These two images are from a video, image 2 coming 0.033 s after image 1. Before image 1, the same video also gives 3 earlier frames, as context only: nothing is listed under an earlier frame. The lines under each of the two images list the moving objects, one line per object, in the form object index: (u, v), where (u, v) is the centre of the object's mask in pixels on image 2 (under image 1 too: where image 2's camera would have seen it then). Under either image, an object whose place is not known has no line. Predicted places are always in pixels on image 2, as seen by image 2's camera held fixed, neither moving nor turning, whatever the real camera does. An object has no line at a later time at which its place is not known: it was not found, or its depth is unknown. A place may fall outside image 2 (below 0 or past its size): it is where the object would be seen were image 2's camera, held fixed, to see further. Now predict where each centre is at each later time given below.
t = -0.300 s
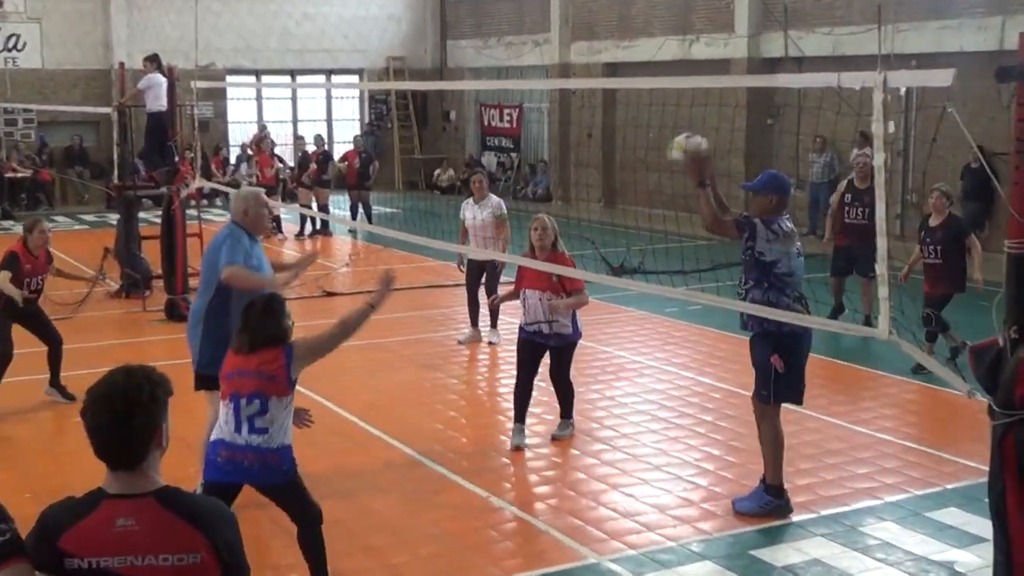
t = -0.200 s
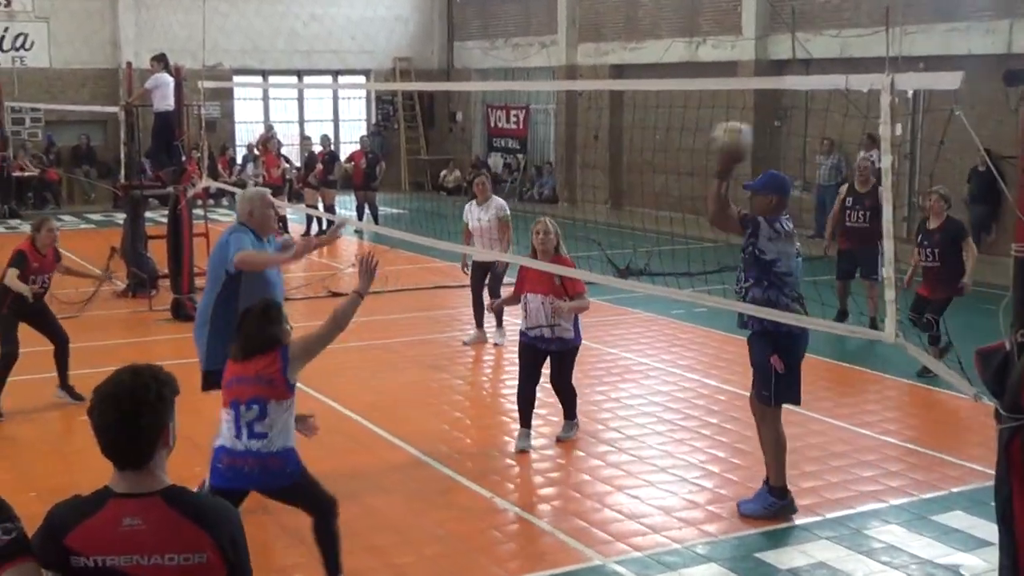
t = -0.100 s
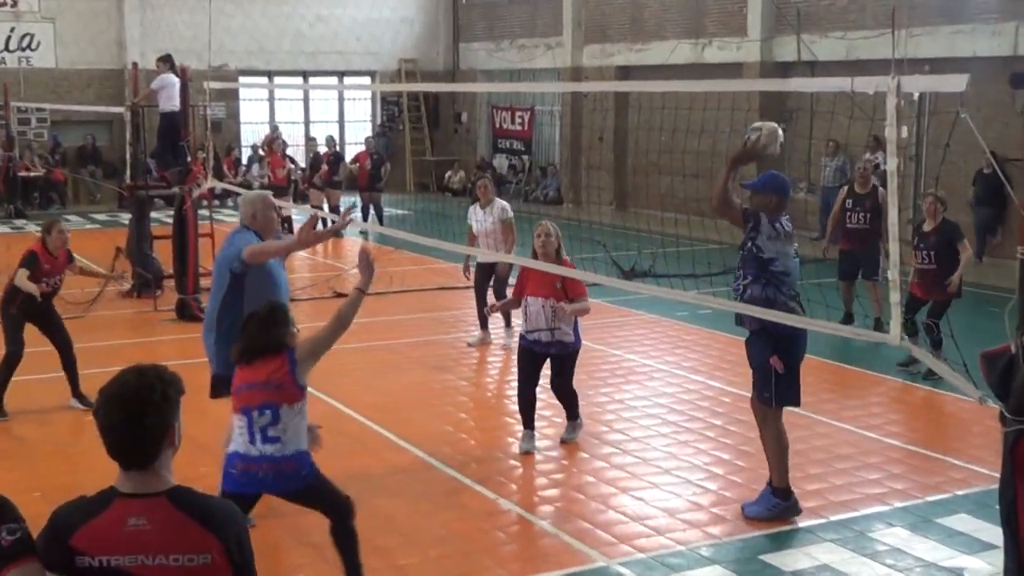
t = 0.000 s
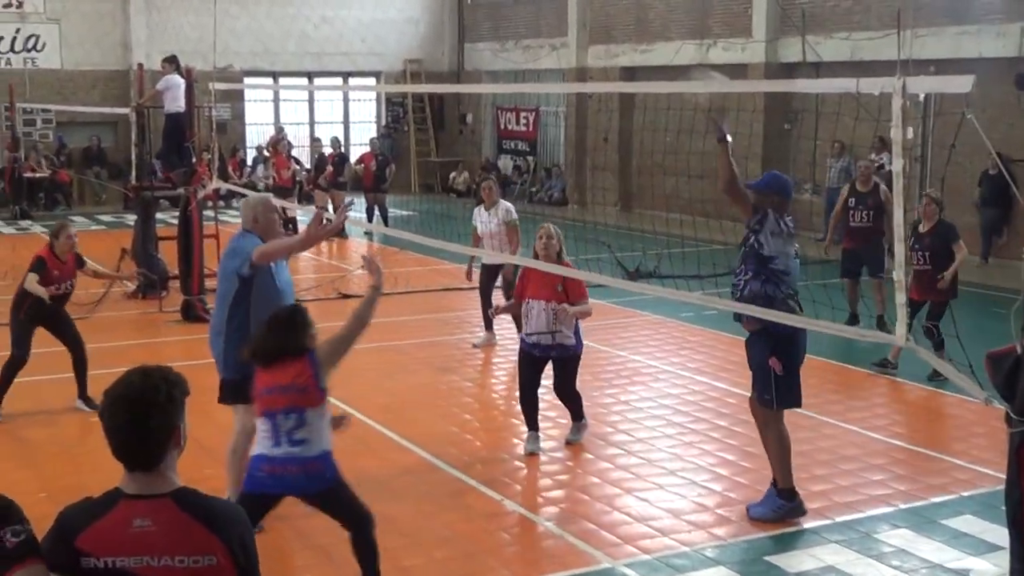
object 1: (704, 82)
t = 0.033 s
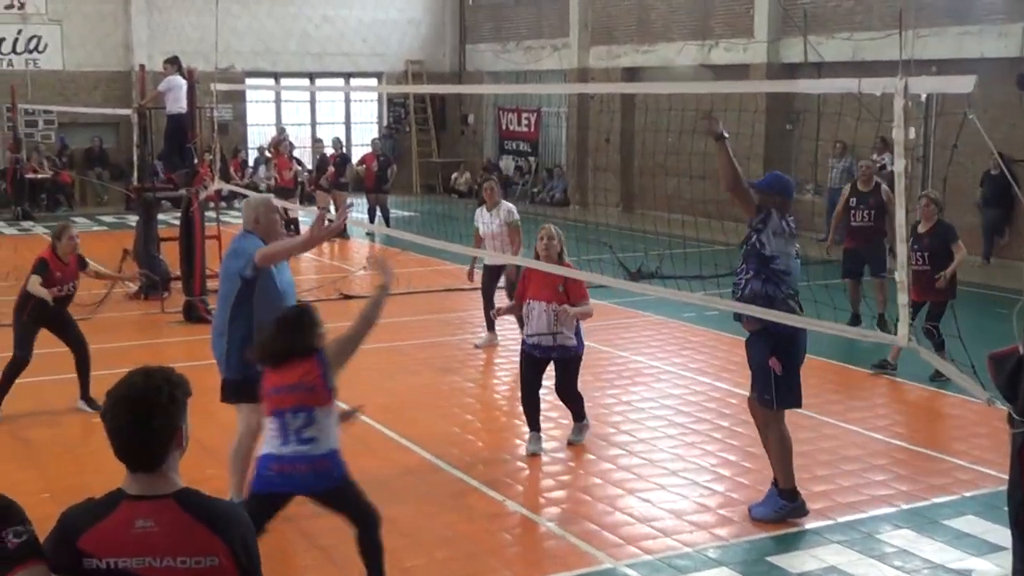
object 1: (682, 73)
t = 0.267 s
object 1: (426, 34)
